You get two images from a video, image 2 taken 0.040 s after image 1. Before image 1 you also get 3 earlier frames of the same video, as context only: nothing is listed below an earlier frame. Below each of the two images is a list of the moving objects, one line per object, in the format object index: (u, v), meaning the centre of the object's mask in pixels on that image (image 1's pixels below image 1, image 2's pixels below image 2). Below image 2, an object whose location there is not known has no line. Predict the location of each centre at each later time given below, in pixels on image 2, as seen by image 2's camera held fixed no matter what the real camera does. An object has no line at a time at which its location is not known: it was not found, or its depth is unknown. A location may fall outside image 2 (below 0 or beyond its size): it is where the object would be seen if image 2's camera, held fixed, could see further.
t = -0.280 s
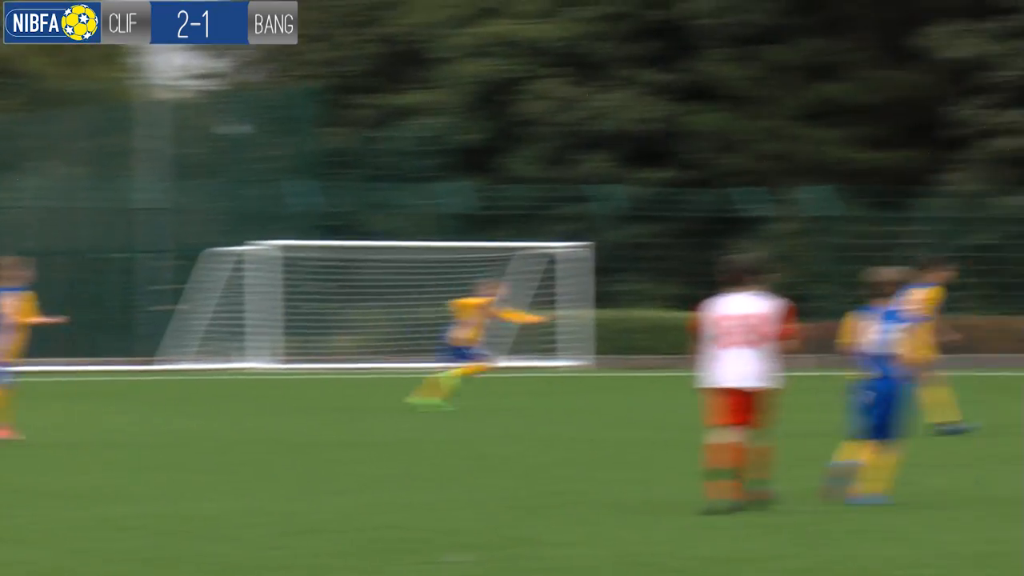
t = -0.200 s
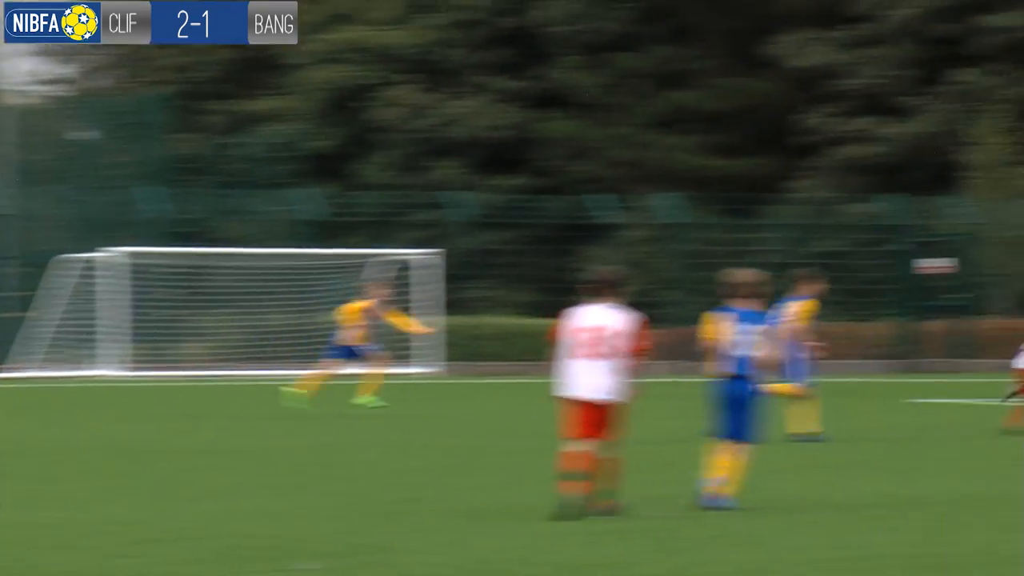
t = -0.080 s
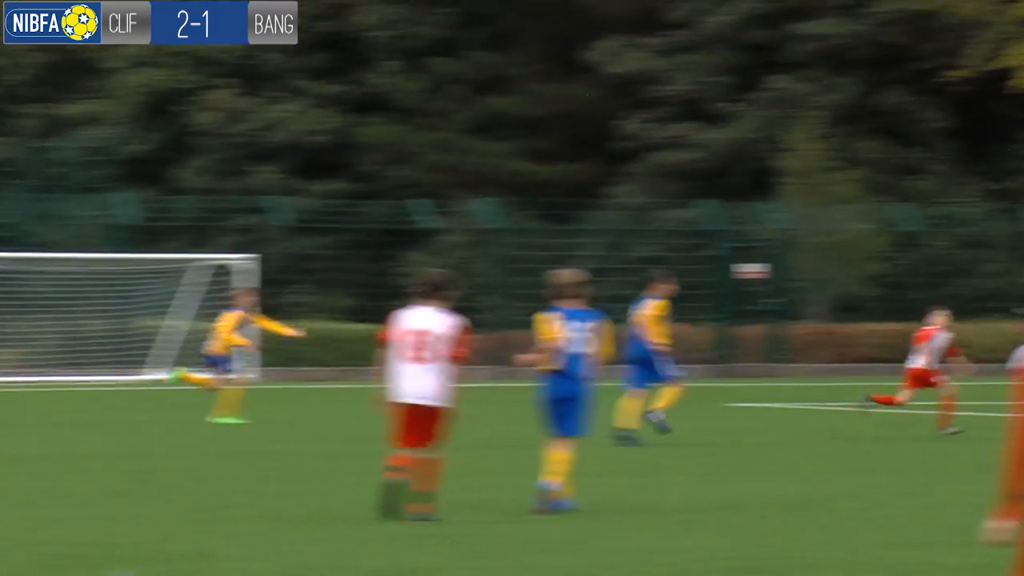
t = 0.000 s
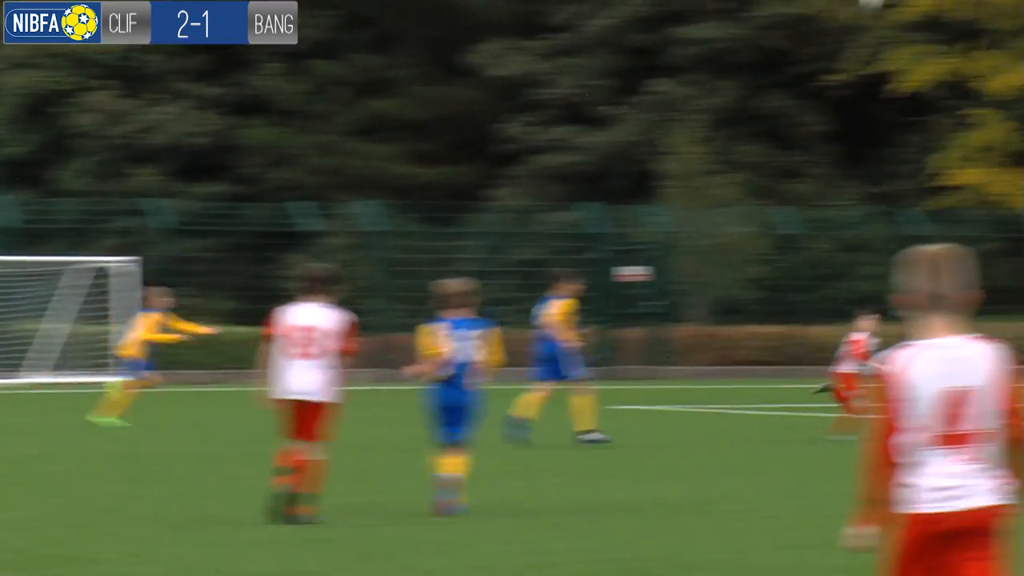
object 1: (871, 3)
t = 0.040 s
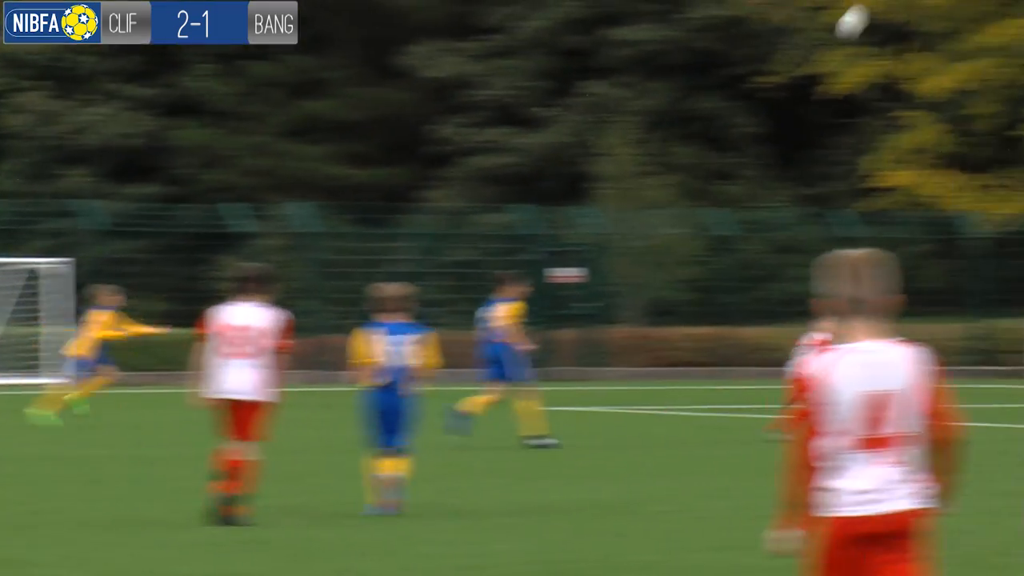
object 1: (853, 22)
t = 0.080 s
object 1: (893, 50)
